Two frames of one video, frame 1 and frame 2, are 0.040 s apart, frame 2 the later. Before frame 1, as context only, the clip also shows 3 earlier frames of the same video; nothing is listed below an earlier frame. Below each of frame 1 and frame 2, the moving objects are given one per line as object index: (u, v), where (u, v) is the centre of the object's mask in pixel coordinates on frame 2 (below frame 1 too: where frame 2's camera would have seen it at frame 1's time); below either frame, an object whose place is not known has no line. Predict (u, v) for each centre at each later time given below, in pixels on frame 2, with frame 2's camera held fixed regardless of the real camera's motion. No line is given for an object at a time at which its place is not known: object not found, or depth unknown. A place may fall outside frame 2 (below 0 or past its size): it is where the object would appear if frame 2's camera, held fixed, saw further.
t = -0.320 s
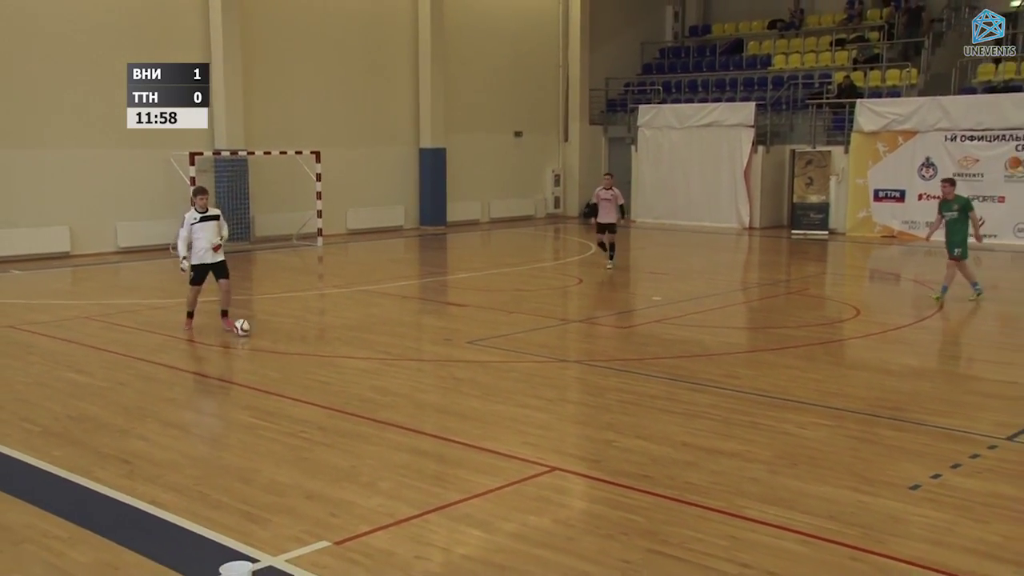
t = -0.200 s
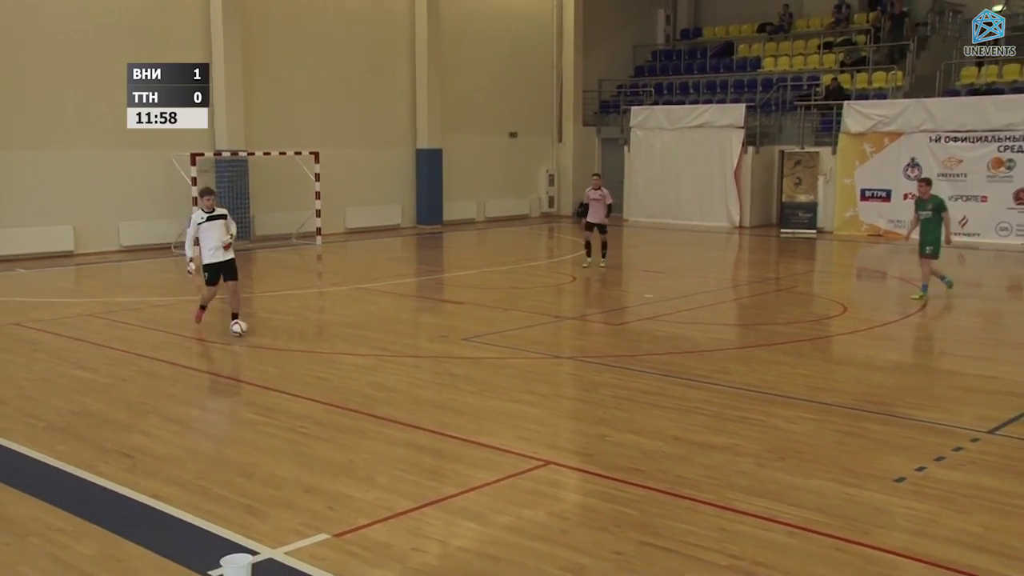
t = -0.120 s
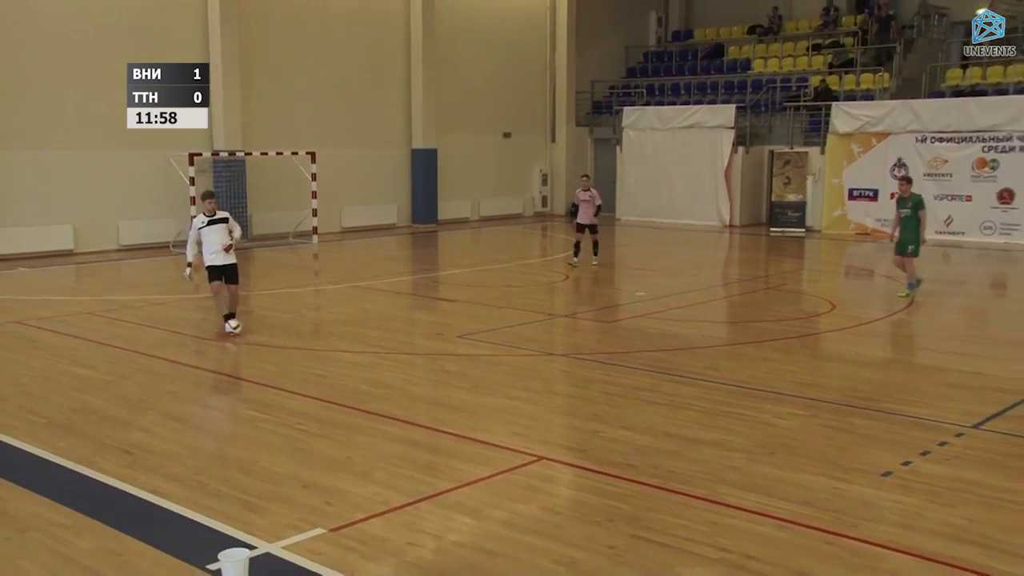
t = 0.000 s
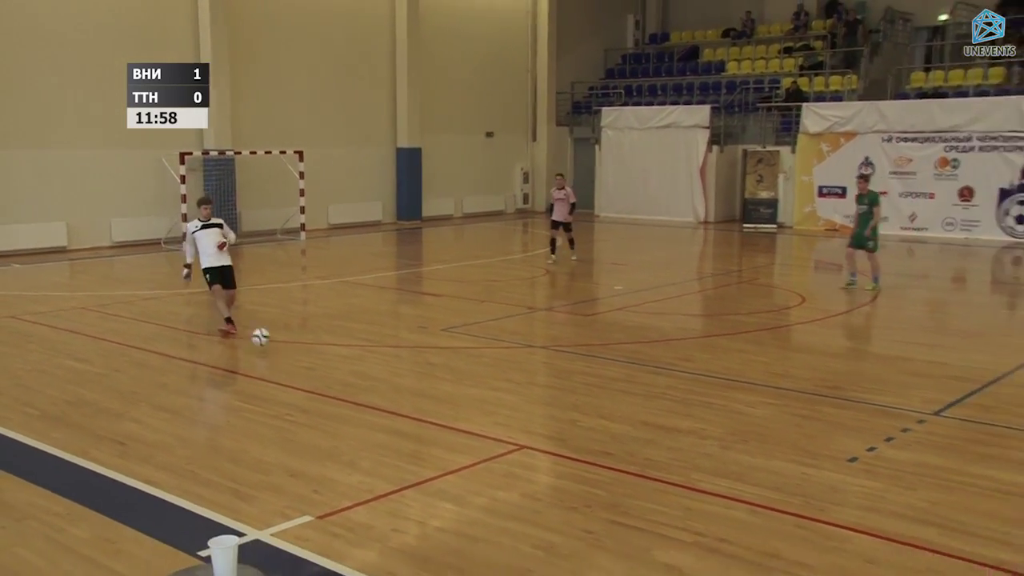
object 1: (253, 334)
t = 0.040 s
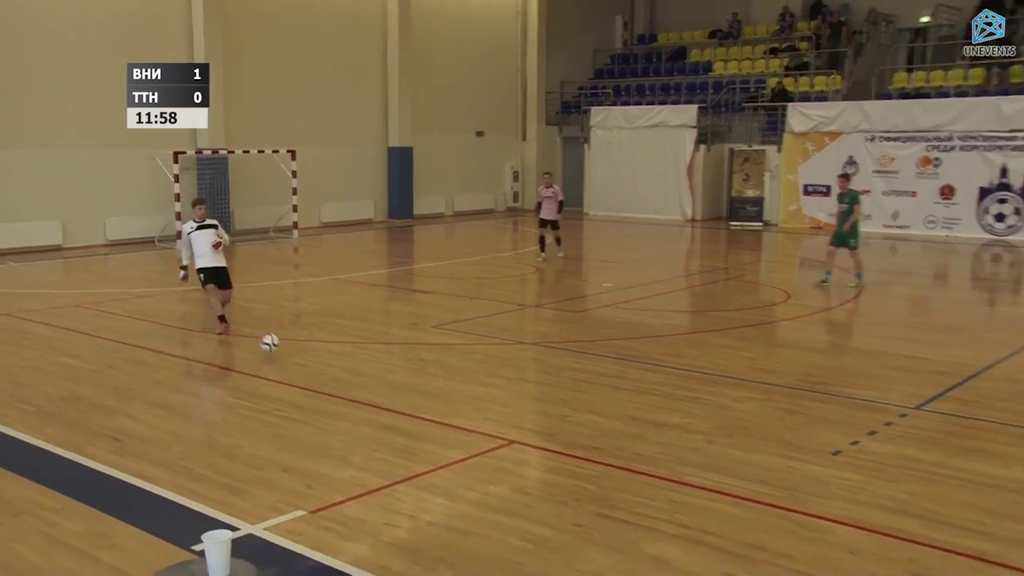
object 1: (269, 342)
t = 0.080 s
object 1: (287, 352)
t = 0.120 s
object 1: (306, 366)
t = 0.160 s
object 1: (327, 375)
